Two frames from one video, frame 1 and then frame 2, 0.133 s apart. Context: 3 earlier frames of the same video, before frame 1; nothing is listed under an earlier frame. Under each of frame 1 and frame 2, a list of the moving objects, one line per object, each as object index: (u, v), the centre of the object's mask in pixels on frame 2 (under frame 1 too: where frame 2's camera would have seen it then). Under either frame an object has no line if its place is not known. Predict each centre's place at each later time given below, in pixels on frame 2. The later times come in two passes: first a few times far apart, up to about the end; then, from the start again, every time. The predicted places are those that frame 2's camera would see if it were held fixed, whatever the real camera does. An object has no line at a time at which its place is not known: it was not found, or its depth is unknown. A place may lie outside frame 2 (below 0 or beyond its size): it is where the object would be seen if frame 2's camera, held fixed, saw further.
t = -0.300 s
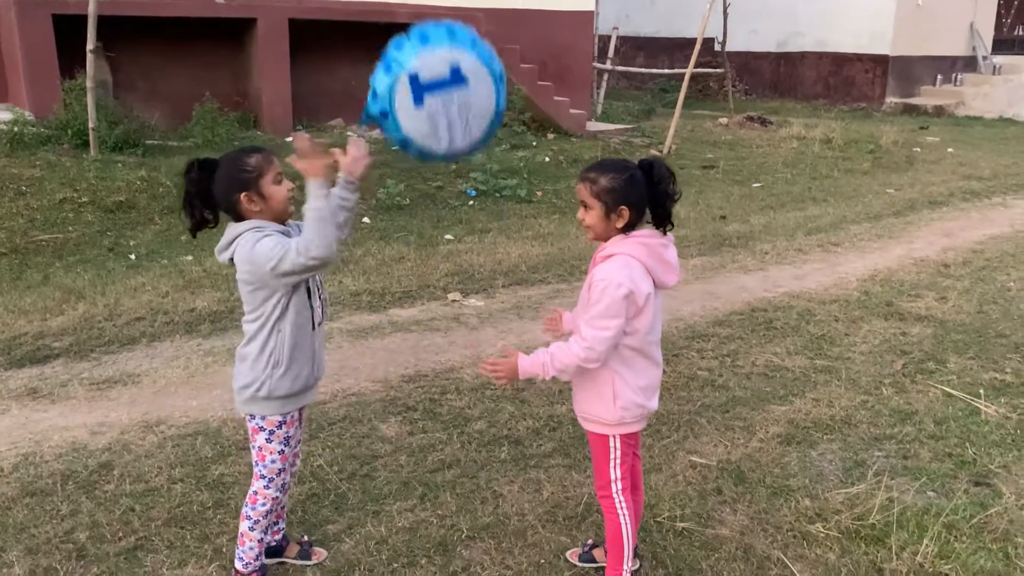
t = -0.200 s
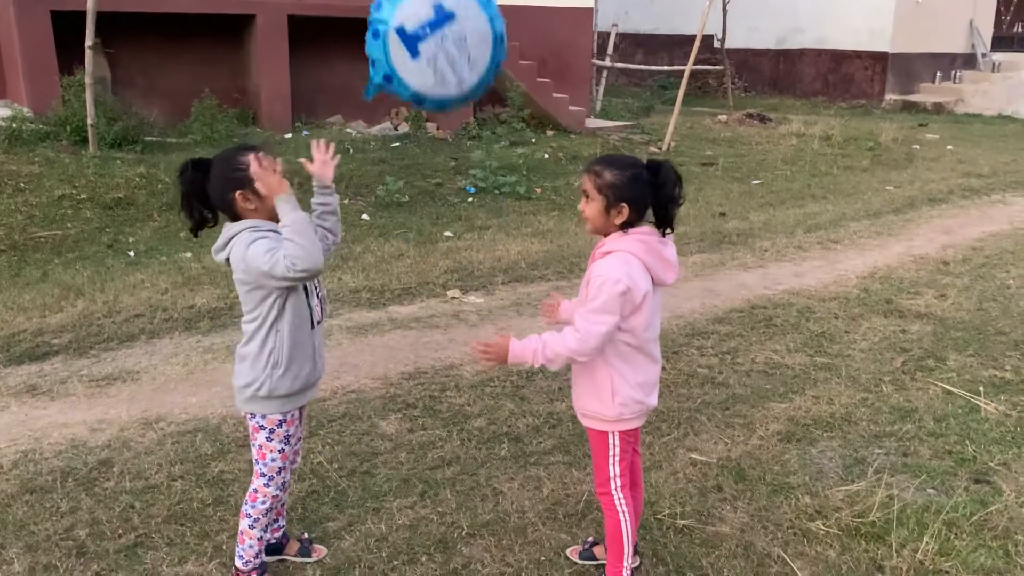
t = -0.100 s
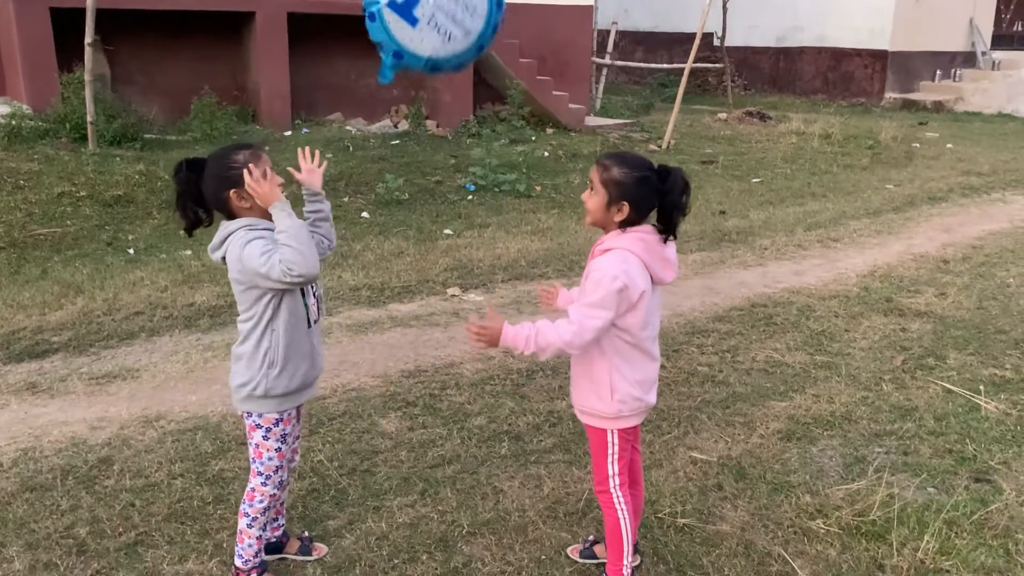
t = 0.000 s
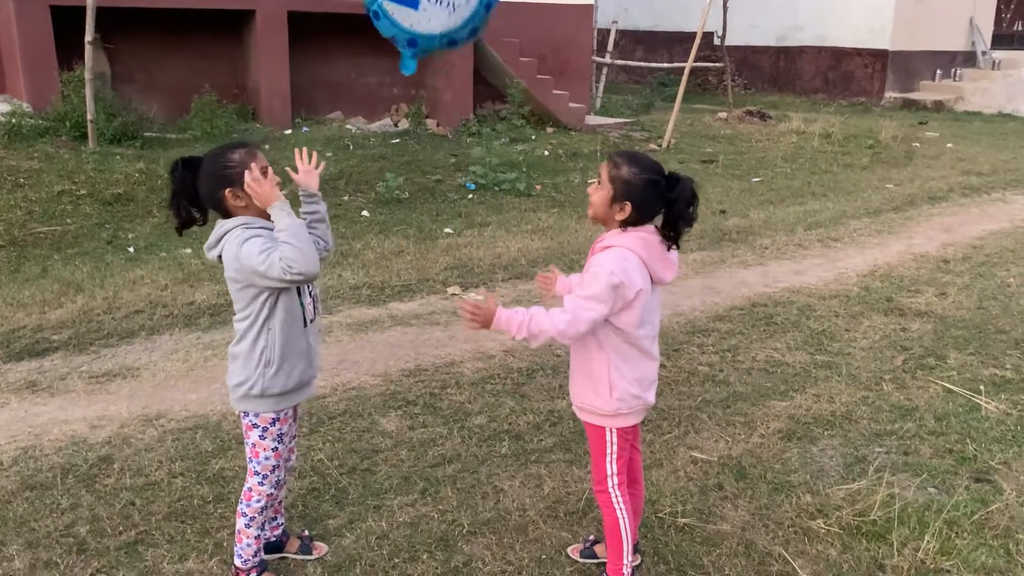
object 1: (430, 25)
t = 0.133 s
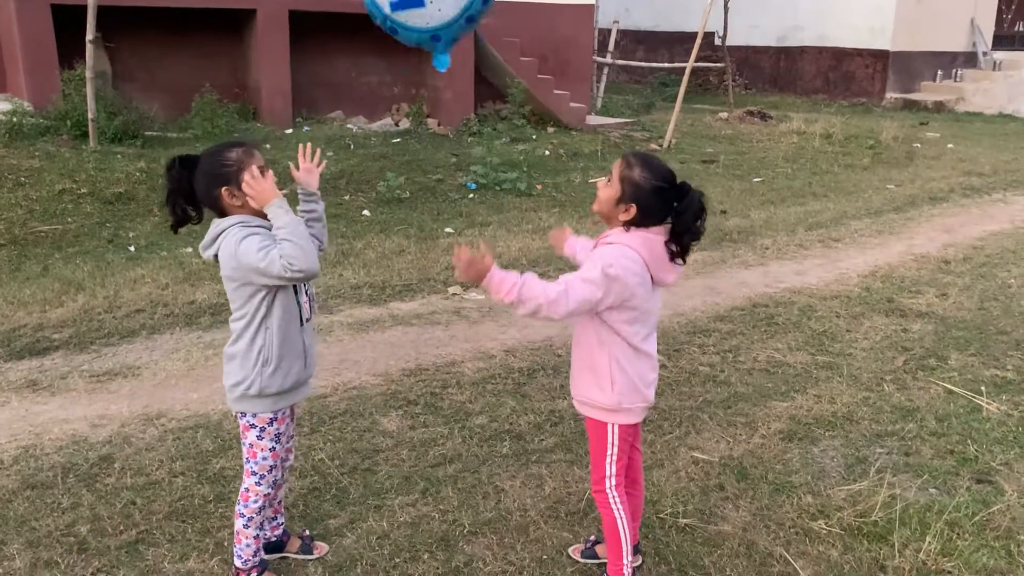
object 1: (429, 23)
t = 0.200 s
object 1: (427, 25)
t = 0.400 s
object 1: (423, 44)
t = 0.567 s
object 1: (420, 97)
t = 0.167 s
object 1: (428, 24)
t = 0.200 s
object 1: (427, 25)
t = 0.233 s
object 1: (427, 26)
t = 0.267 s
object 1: (426, 28)
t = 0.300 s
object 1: (425, 31)
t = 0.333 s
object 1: (424, 35)
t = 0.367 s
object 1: (424, 39)
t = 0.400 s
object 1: (423, 44)
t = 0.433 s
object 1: (422, 50)
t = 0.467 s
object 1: (421, 58)
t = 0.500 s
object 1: (420, 67)
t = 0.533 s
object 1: (420, 82)
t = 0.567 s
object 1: (420, 97)
